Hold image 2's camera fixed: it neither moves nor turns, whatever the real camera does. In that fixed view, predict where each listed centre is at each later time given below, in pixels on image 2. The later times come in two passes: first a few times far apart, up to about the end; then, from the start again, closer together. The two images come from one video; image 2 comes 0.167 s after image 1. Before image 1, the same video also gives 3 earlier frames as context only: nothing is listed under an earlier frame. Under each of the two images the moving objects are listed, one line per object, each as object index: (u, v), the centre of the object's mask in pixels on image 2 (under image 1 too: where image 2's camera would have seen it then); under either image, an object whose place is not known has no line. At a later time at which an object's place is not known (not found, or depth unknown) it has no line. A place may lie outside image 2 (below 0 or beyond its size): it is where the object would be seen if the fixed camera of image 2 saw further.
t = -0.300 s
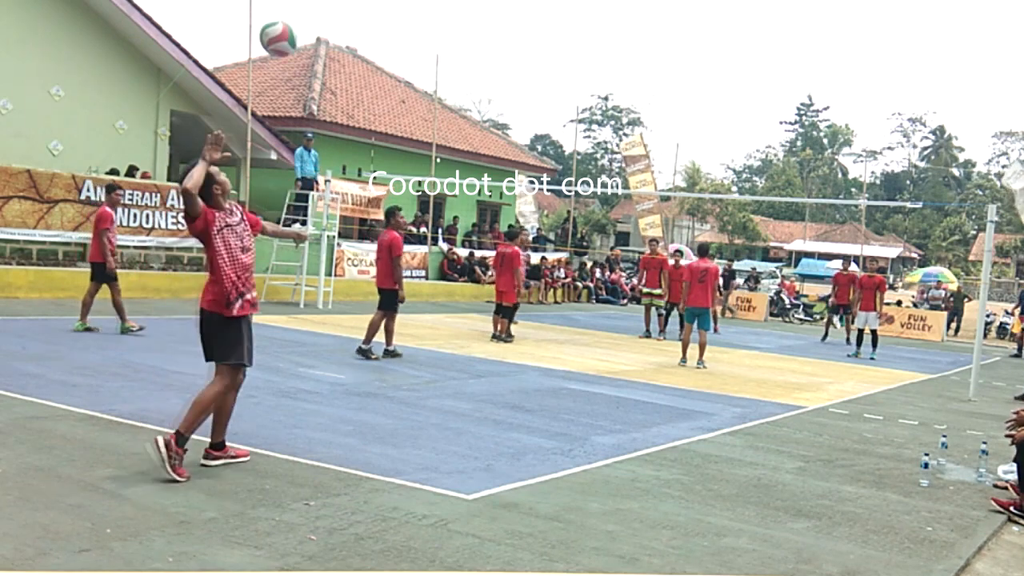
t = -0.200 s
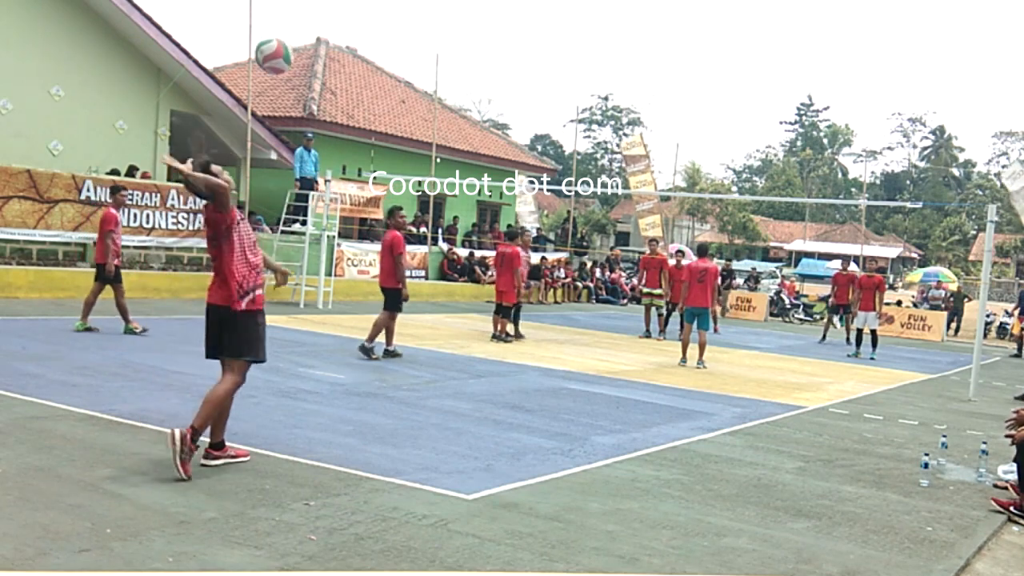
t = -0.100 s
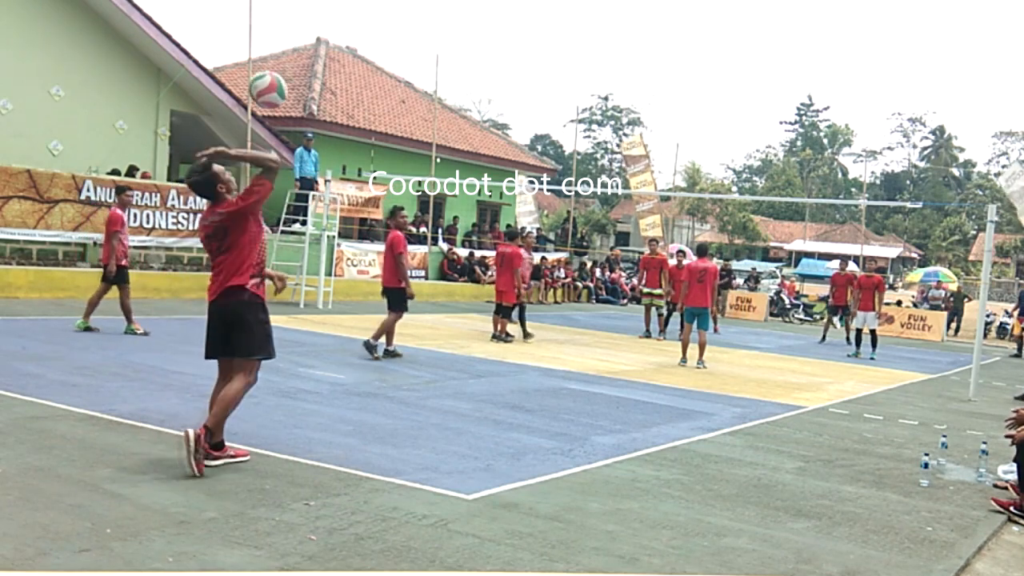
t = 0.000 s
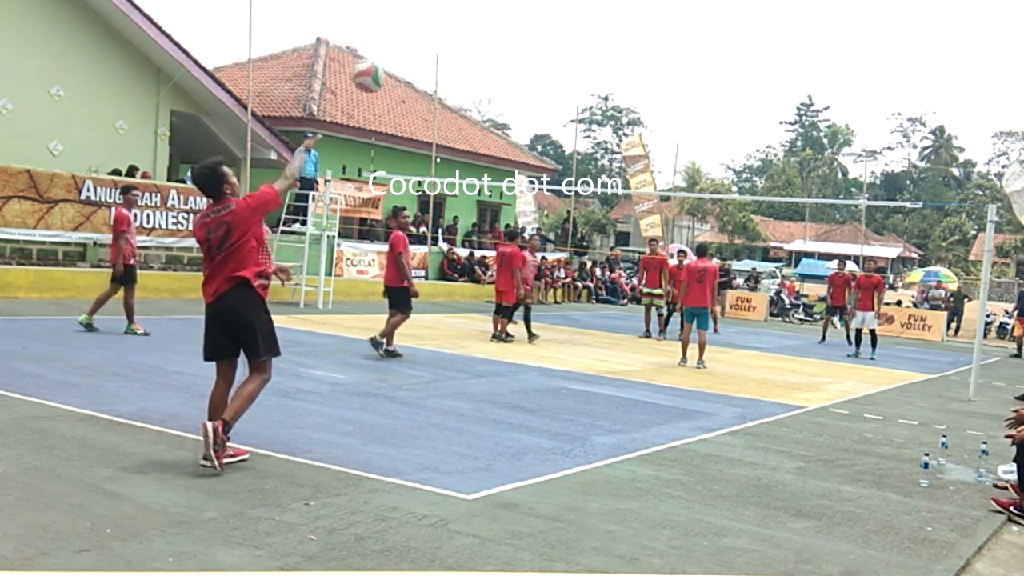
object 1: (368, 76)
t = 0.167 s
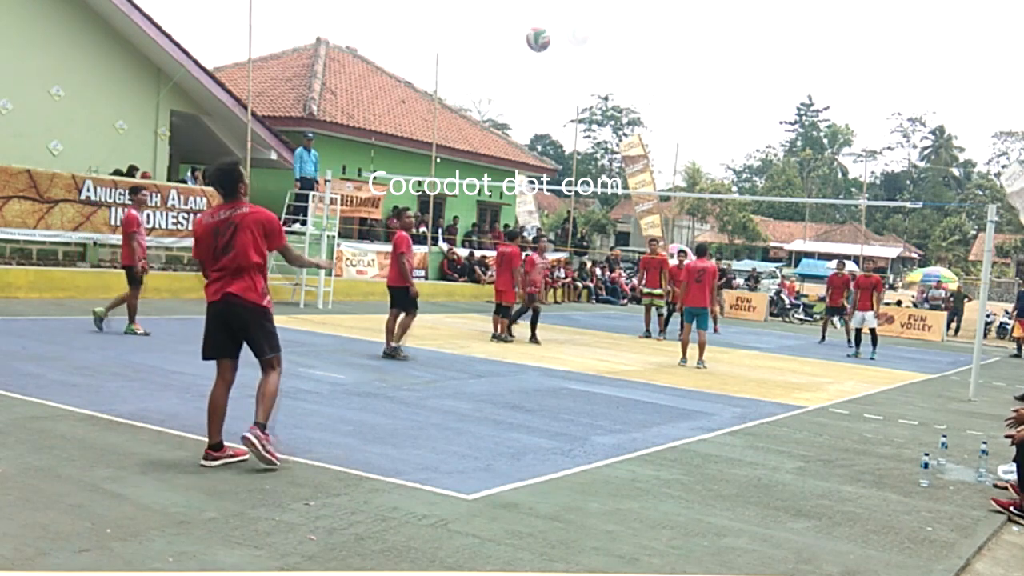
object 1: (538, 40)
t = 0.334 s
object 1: (650, 38)
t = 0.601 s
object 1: (758, 73)
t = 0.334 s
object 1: (650, 38)
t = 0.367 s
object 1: (667, 39)
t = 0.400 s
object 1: (691, 44)
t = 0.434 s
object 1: (701, 47)
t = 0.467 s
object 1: (710, 50)
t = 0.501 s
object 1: (728, 57)
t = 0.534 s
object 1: (736, 61)
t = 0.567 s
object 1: (744, 64)
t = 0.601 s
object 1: (758, 73)
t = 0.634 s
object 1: (764, 78)
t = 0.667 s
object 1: (770, 82)
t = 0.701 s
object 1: (781, 92)
